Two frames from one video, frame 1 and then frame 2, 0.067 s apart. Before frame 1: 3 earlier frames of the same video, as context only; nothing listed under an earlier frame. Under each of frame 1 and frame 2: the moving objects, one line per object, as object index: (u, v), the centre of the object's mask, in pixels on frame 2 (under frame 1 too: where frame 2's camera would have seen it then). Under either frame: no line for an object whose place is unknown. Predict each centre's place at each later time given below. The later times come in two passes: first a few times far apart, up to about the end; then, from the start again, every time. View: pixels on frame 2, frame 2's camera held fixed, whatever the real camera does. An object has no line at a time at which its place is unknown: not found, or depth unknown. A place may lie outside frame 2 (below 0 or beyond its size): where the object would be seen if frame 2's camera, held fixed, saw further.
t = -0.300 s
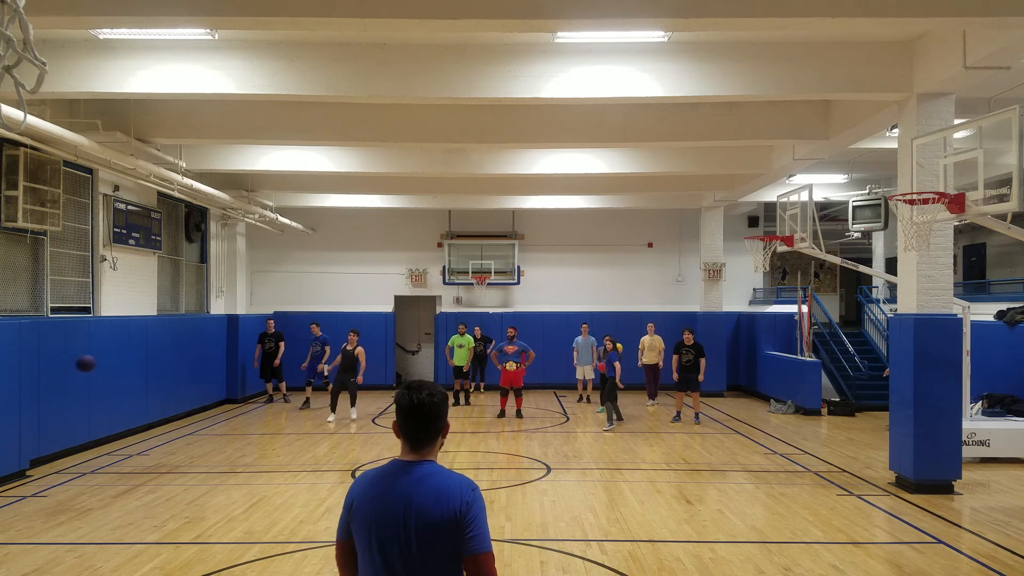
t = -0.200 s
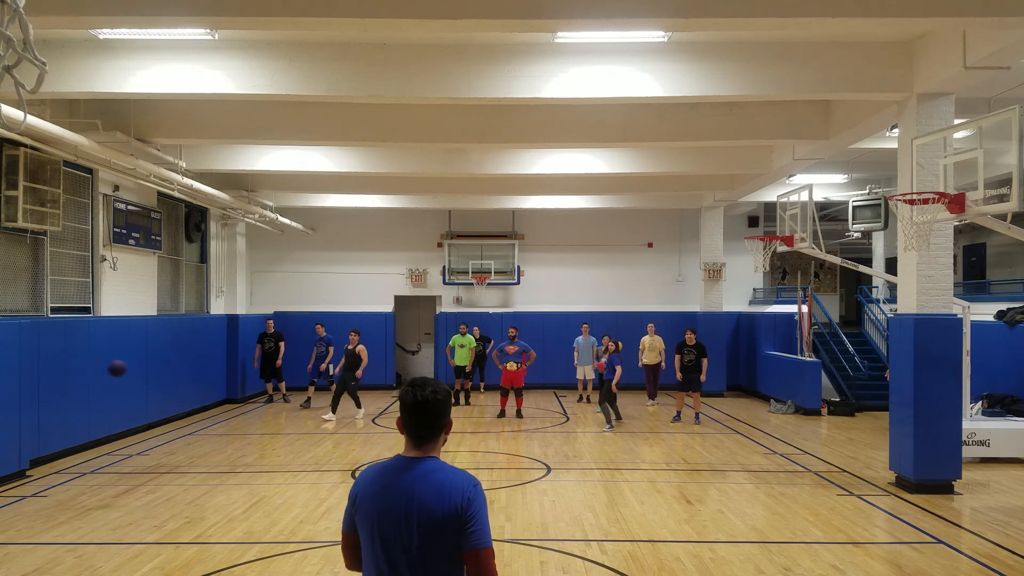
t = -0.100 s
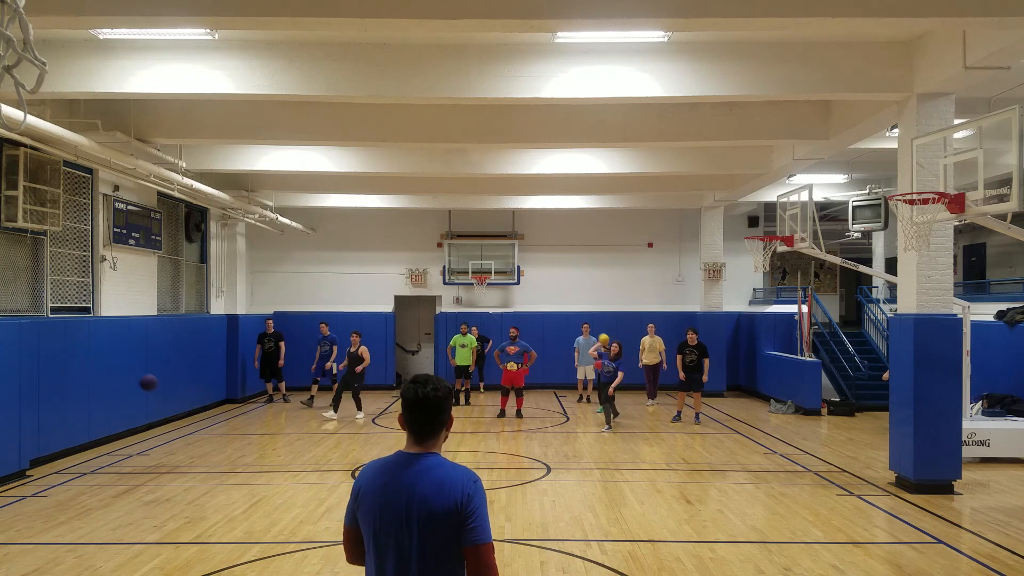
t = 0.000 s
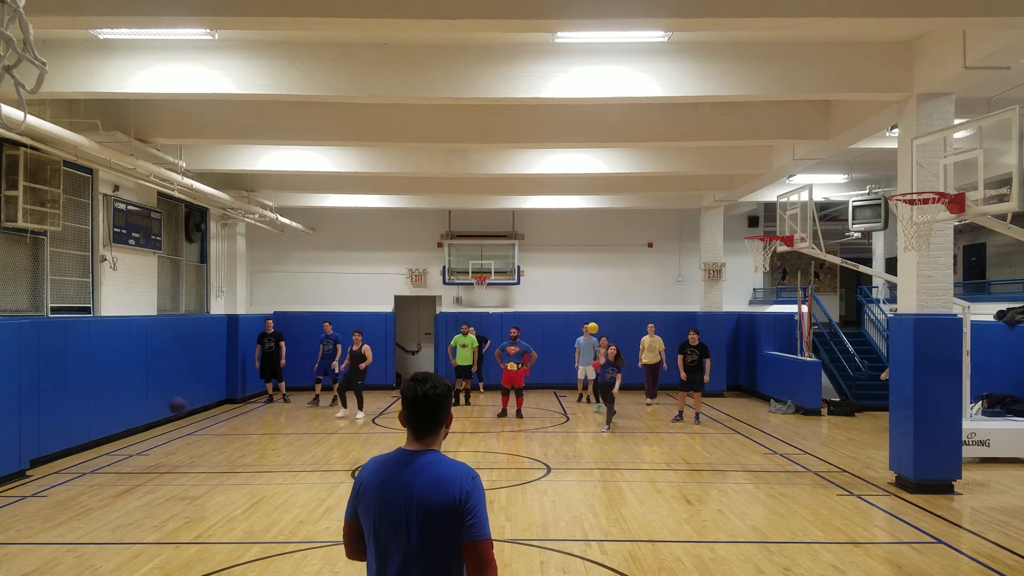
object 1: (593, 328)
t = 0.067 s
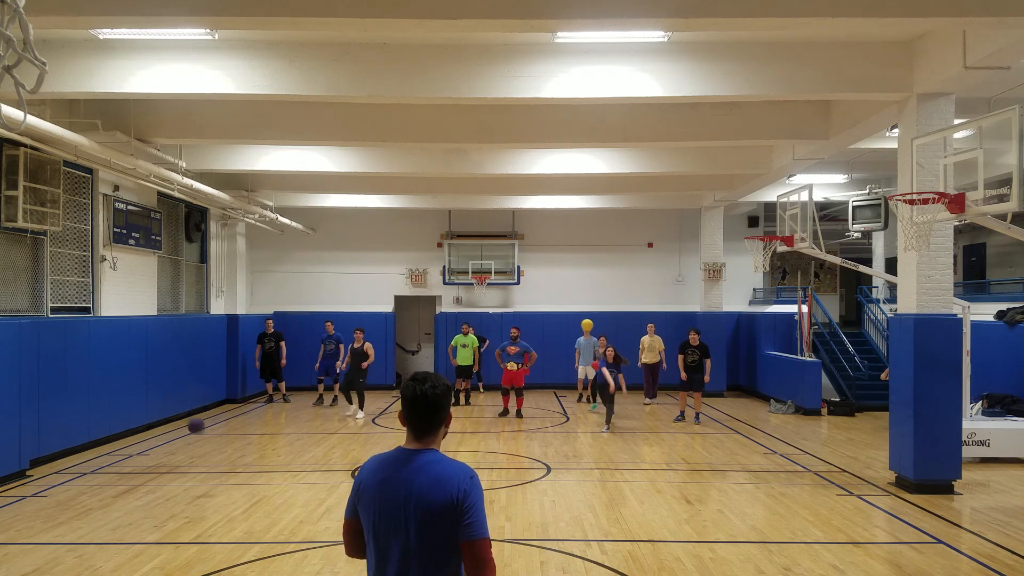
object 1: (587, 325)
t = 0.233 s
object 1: (572, 326)
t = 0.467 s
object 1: (543, 370)
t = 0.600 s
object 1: (517, 451)
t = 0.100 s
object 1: (584, 324)
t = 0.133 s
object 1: (581, 323)
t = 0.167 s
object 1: (578, 324)
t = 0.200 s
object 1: (575, 325)
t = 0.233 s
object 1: (572, 326)
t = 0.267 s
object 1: (568, 328)
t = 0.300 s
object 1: (564, 332)
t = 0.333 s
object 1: (561, 336)
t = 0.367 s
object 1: (557, 342)
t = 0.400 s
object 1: (552, 350)
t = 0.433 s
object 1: (548, 359)
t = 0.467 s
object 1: (543, 370)
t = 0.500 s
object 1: (537, 384)
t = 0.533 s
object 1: (531, 401)
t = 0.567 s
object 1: (524, 423)
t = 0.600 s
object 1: (517, 451)
